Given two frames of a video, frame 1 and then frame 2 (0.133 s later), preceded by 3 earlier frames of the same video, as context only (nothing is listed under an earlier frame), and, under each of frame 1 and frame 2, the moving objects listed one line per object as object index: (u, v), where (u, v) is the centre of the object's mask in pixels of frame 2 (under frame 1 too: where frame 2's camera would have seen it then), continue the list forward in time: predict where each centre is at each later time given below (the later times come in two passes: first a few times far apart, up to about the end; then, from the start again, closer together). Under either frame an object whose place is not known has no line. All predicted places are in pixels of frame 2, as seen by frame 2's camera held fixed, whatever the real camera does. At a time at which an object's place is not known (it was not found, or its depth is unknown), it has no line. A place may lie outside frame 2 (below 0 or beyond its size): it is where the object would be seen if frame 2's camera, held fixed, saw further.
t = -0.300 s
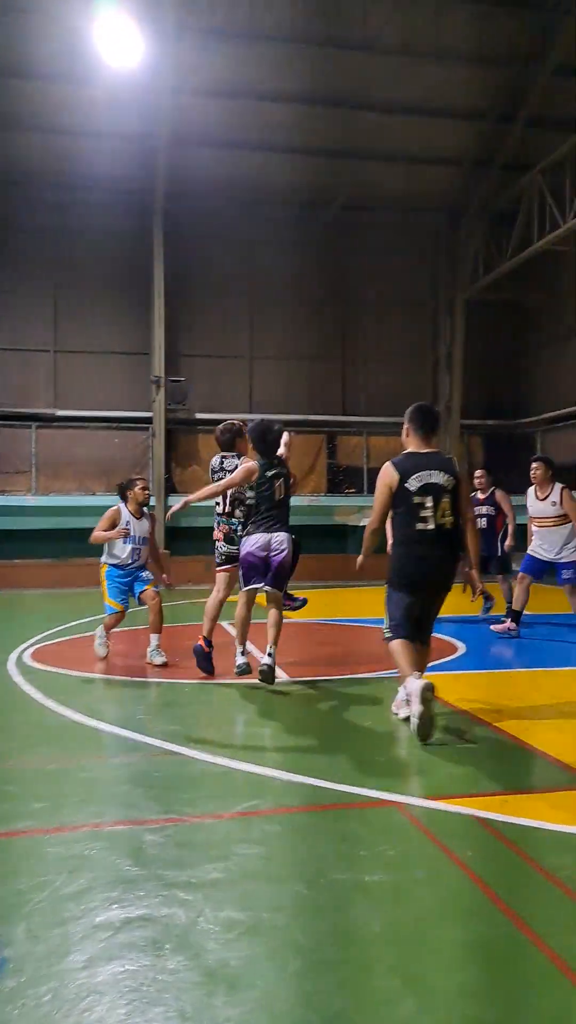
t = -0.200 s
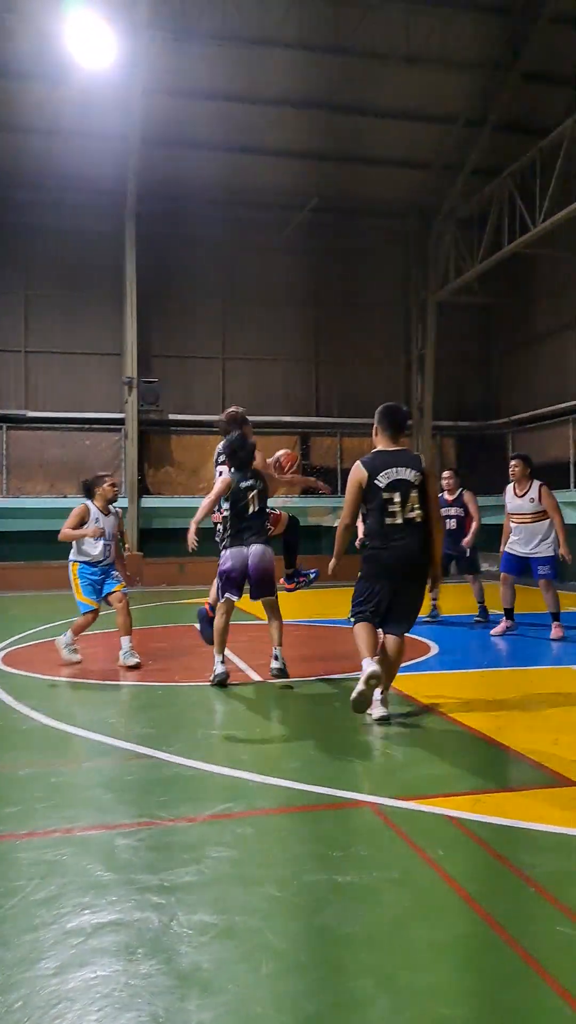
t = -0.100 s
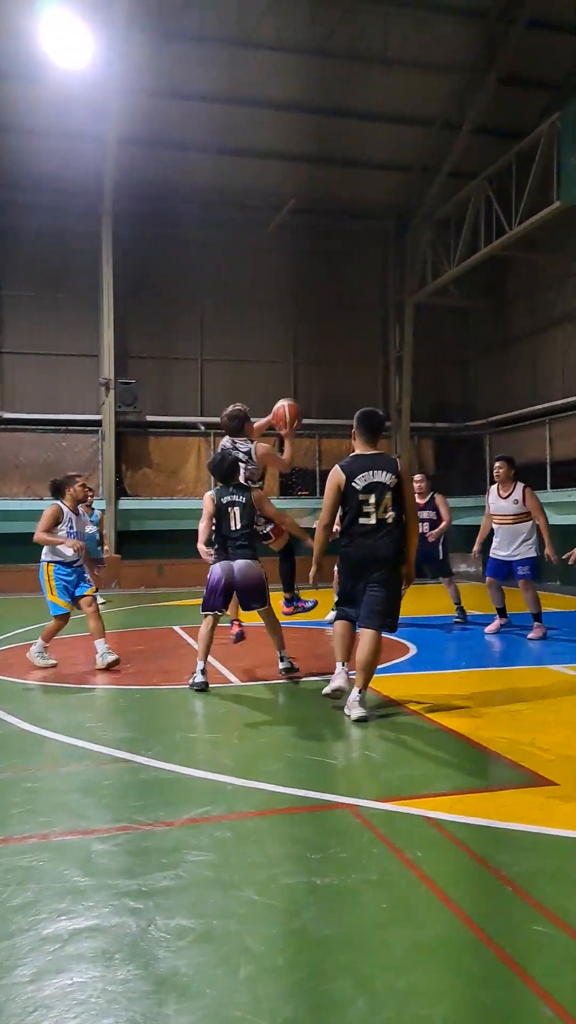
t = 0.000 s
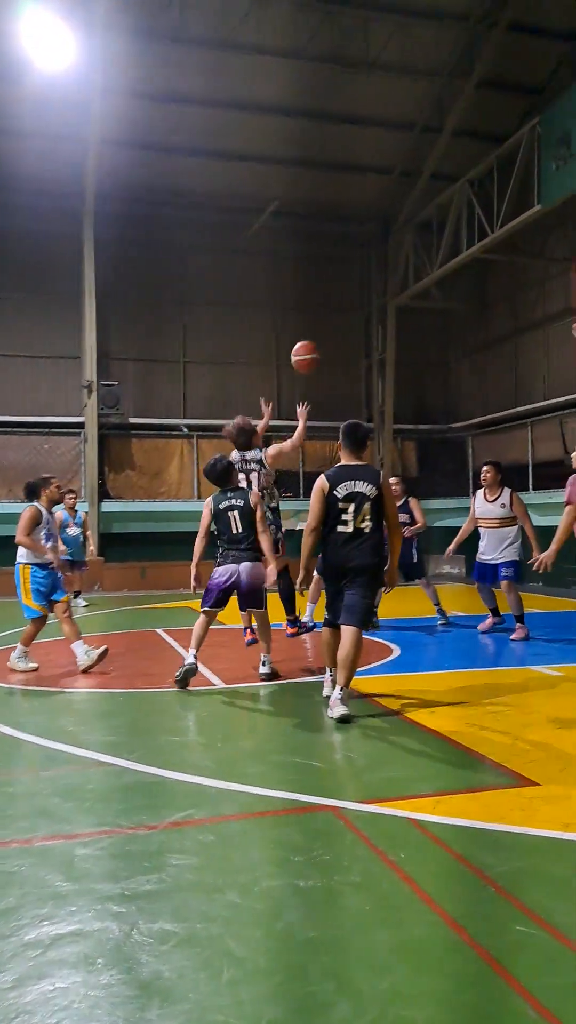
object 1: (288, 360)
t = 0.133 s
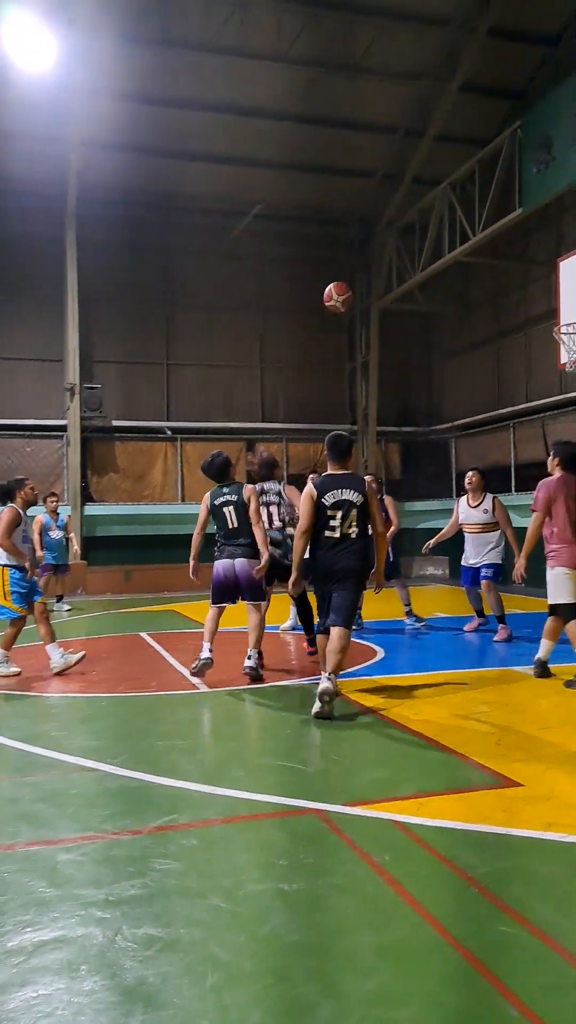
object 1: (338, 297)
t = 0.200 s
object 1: (358, 275)
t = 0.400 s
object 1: (421, 244)
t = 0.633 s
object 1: (490, 261)
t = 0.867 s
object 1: (544, 326)
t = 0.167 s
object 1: (348, 285)
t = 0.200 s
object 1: (358, 275)
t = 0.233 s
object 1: (371, 266)
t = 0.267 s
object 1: (382, 259)
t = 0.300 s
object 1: (393, 253)
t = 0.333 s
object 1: (403, 249)
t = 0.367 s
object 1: (411, 244)
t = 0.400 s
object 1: (421, 244)
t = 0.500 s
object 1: (452, 243)
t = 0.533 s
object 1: (460, 247)
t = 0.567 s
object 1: (471, 250)
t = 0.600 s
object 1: (481, 255)
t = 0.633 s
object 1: (490, 261)
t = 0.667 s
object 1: (499, 266)
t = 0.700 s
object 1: (508, 275)
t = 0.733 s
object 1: (513, 283)
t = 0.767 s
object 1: (524, 292)
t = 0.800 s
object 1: (533, 304)
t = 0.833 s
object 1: (540, 315)
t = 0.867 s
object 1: (544, 326)
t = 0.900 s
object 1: (532, 331)
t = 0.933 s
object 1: (518, 339)
